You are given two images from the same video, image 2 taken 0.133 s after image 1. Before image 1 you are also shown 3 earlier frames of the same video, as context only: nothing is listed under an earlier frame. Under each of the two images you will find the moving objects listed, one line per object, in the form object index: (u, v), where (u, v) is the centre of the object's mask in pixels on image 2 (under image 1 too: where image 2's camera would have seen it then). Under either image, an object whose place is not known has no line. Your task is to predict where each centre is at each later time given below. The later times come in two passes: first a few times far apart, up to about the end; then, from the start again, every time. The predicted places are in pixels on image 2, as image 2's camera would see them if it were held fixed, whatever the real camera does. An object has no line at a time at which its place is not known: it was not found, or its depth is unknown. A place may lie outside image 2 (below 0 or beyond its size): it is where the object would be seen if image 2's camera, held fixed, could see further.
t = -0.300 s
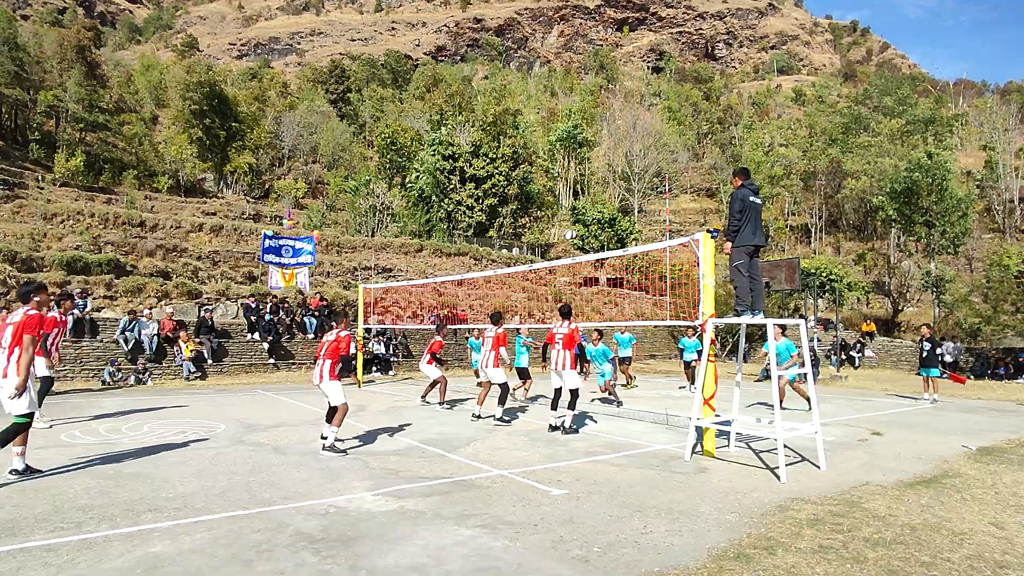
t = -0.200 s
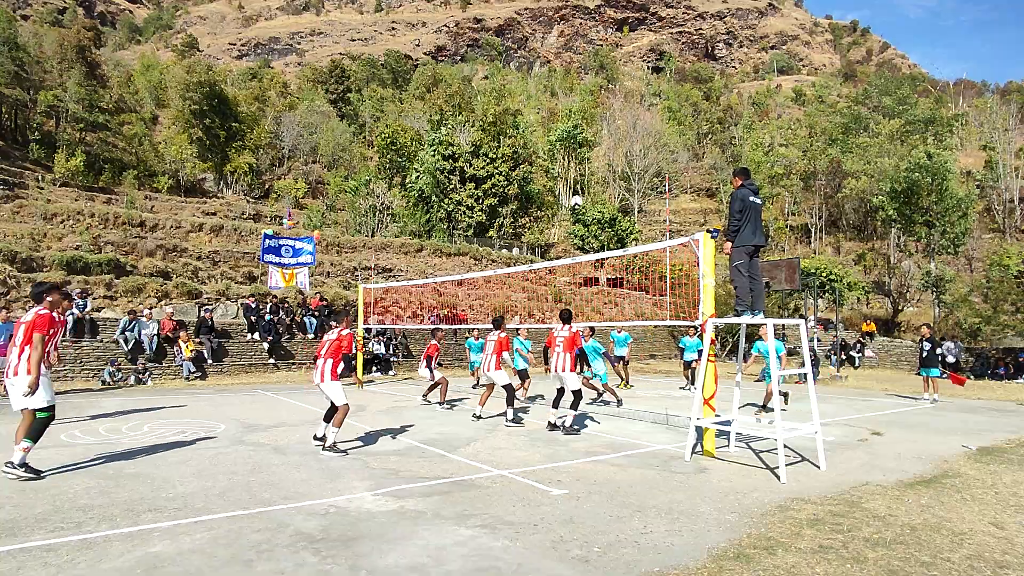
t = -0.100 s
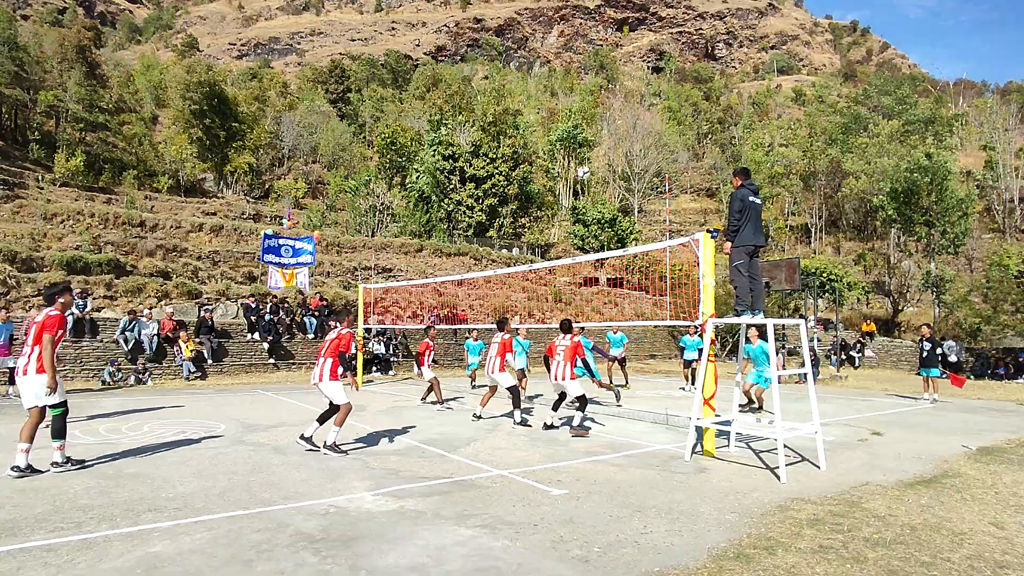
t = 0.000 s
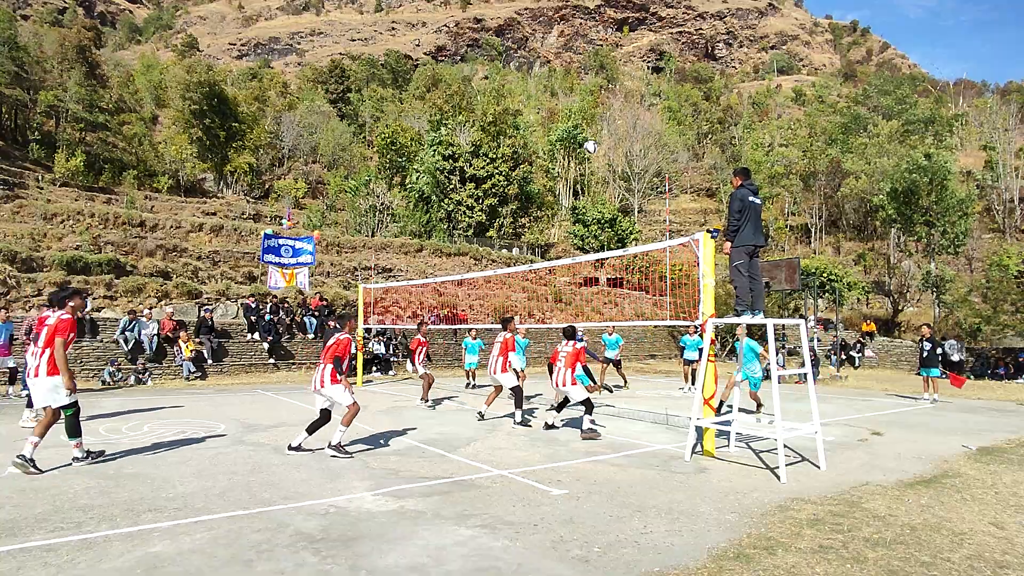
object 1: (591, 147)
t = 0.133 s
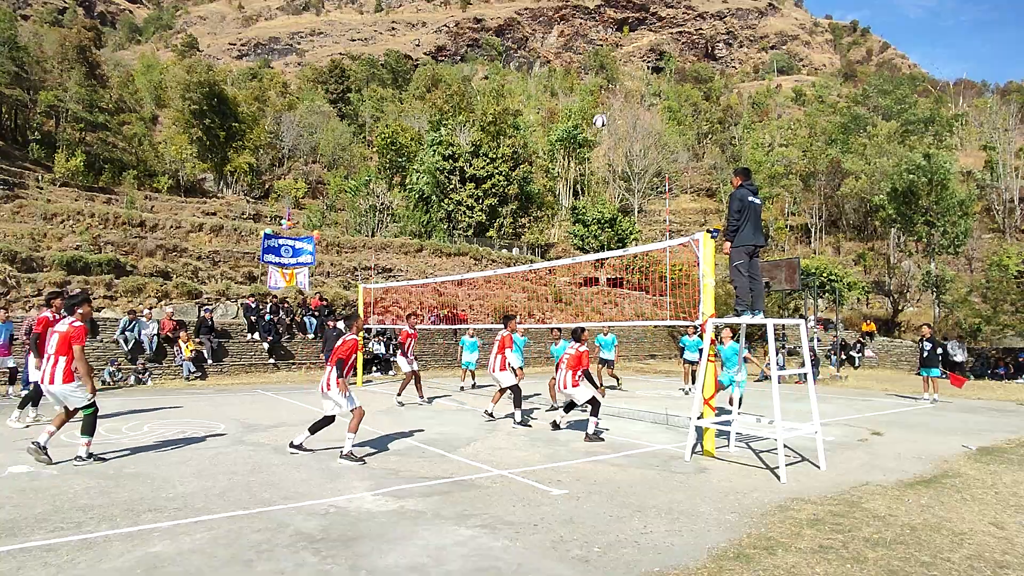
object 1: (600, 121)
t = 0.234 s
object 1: (607, 108)
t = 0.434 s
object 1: (624, 100)
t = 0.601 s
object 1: (639, 115)
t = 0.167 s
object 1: (602, 116)
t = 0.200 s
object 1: (604, 112)
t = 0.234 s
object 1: (607, 108)
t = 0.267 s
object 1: (609, 105)
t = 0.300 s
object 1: (612, 103)
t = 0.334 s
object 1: (615, 101)
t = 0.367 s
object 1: (618, 100)
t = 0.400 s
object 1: (621, 100)
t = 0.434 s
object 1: (624, 100)
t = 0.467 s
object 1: (627, 102)
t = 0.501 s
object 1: (629, 104)
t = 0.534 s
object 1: (633, 106)
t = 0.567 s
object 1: (636, 110)
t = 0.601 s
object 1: (639, 115)
